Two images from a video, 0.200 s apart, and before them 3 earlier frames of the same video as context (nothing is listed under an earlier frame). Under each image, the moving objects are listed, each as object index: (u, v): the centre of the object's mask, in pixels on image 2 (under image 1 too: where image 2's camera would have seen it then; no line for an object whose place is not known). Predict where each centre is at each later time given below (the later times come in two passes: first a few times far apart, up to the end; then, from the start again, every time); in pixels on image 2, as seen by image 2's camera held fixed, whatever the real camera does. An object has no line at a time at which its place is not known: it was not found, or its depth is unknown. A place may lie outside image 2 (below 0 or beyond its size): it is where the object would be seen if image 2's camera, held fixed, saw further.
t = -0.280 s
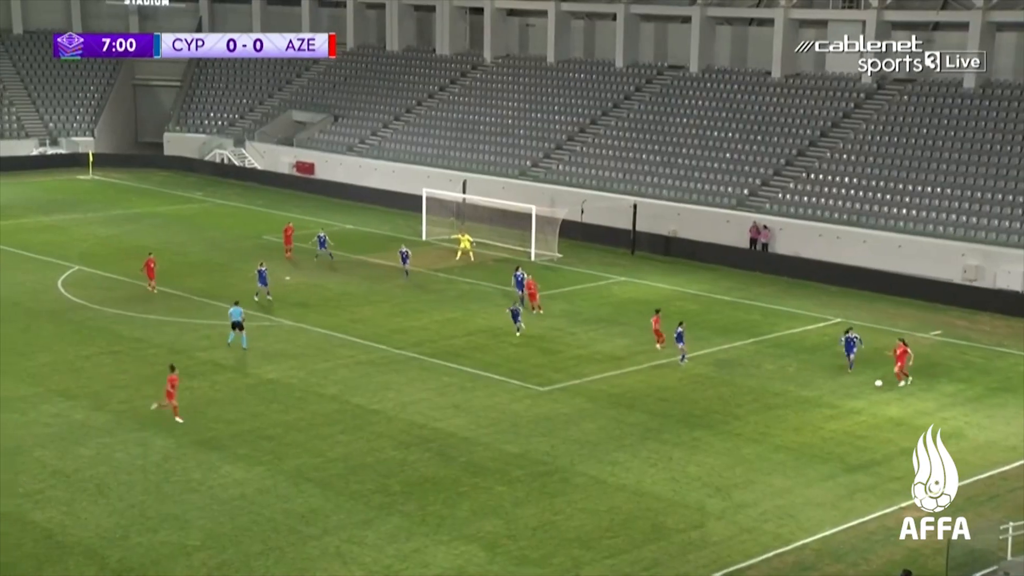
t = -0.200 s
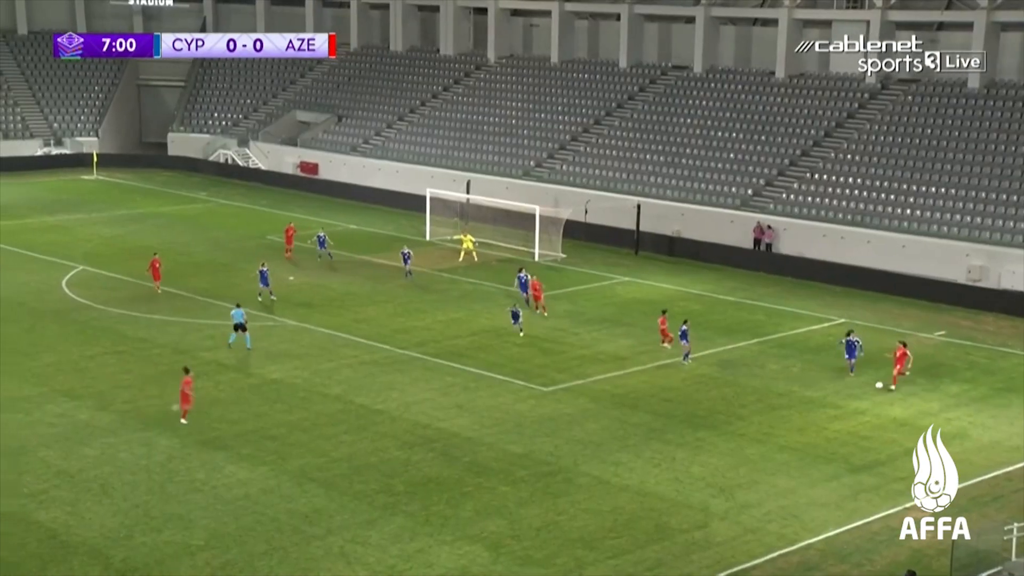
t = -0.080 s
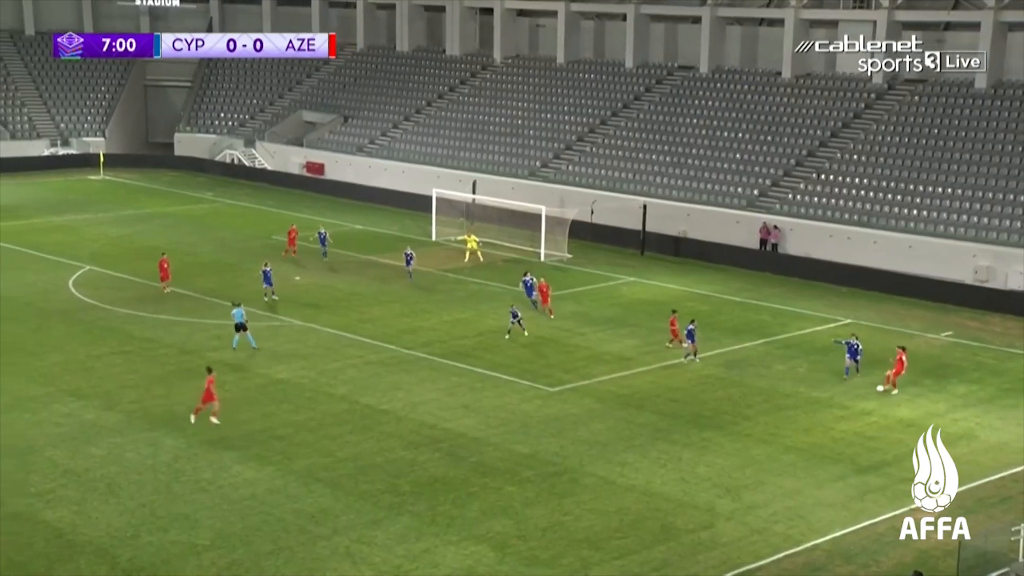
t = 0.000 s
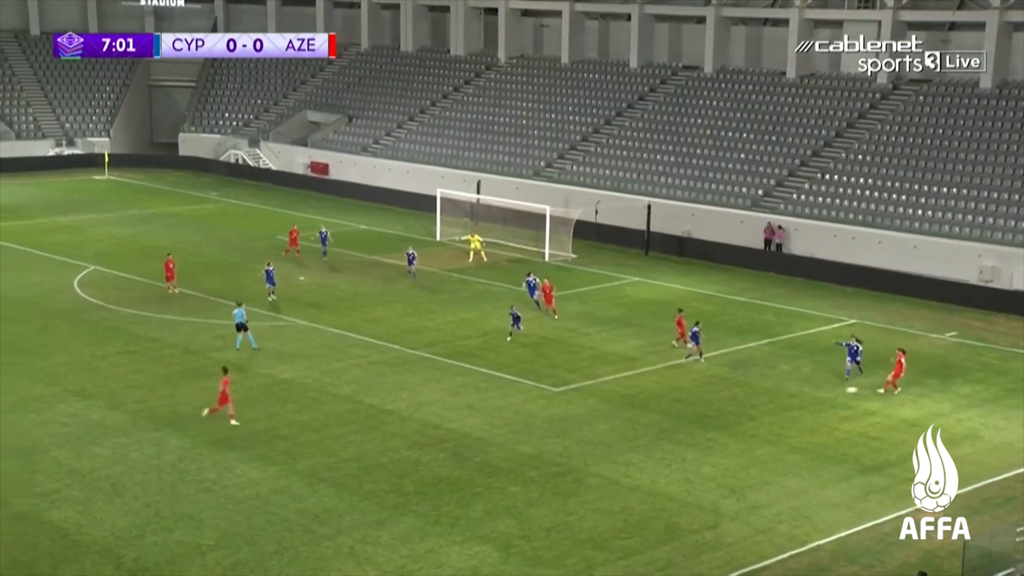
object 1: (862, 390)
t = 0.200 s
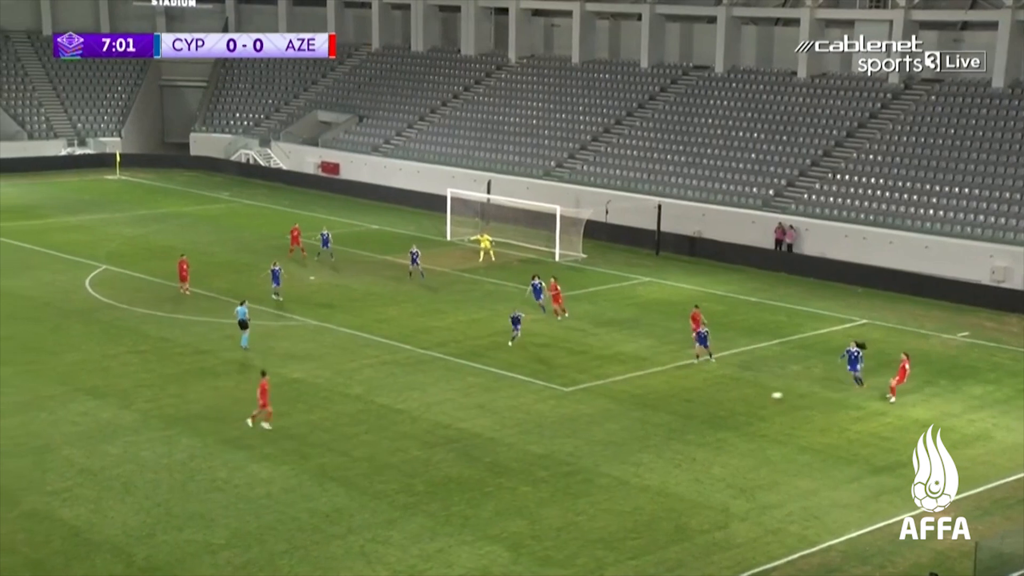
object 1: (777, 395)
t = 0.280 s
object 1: (745, 396)
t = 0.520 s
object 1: (664, 402)
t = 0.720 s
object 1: (606, 406)
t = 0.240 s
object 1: (760, 395)
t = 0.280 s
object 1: (745, 396)
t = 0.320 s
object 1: (731, 397)
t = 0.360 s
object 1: (716, 398)
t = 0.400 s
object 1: (702, 400)
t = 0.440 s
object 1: (689, 401)
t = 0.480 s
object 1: (676, 401)
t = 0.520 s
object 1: (664, 402)
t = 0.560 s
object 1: (651, 403)
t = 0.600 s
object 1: (639, 404)
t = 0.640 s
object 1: (628, 404)
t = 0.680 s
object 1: (617, 405)
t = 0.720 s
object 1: (606, 406)
